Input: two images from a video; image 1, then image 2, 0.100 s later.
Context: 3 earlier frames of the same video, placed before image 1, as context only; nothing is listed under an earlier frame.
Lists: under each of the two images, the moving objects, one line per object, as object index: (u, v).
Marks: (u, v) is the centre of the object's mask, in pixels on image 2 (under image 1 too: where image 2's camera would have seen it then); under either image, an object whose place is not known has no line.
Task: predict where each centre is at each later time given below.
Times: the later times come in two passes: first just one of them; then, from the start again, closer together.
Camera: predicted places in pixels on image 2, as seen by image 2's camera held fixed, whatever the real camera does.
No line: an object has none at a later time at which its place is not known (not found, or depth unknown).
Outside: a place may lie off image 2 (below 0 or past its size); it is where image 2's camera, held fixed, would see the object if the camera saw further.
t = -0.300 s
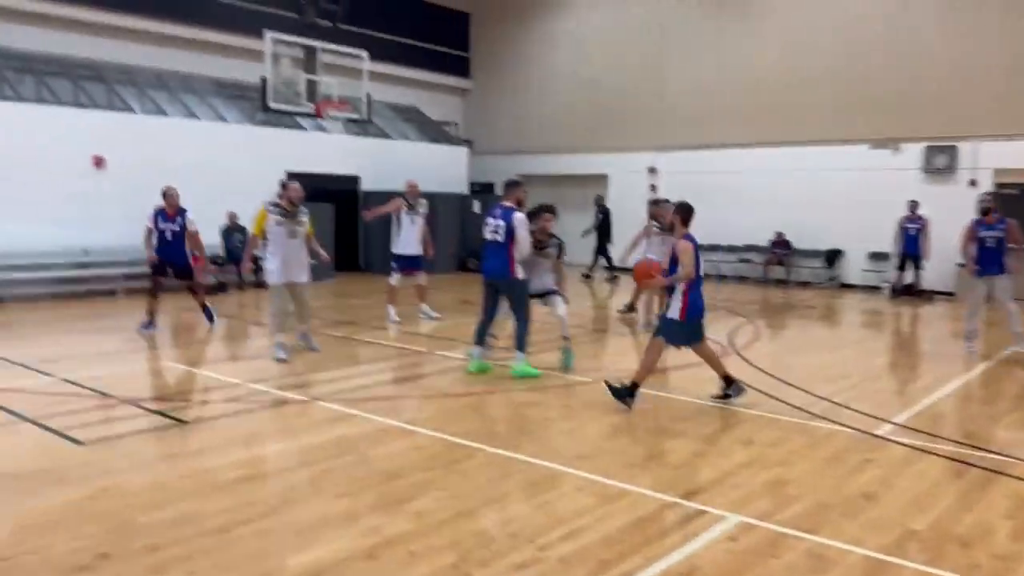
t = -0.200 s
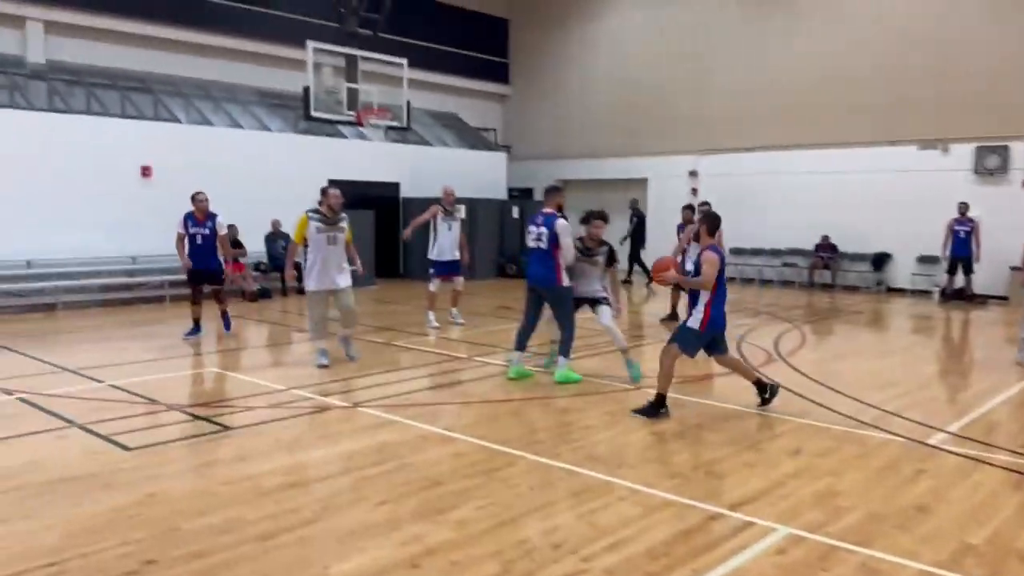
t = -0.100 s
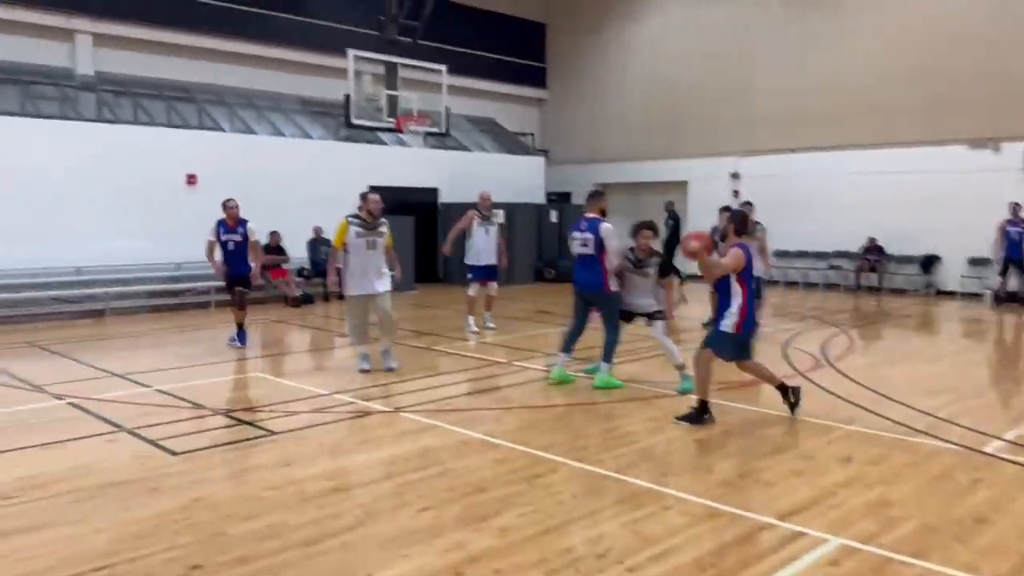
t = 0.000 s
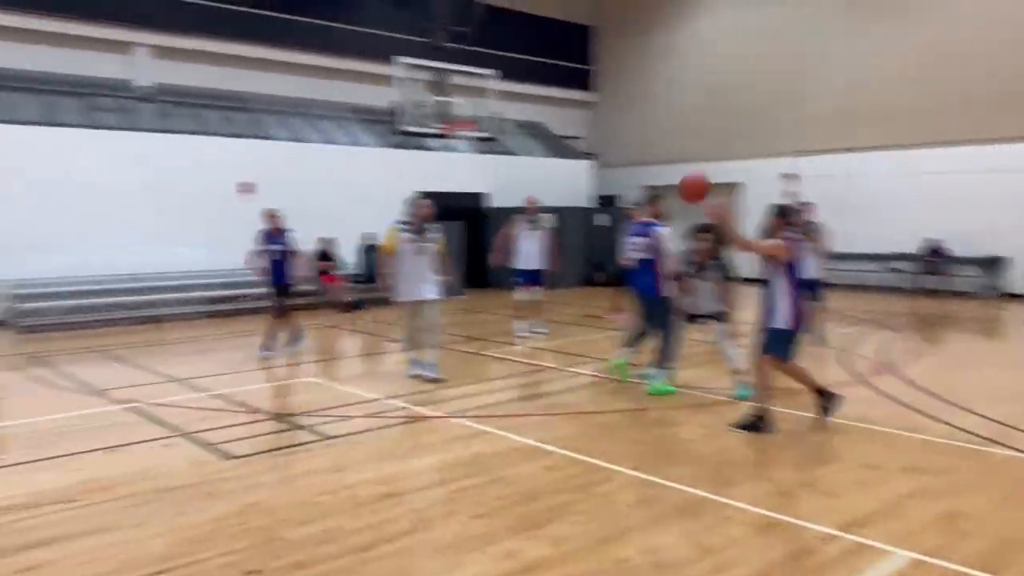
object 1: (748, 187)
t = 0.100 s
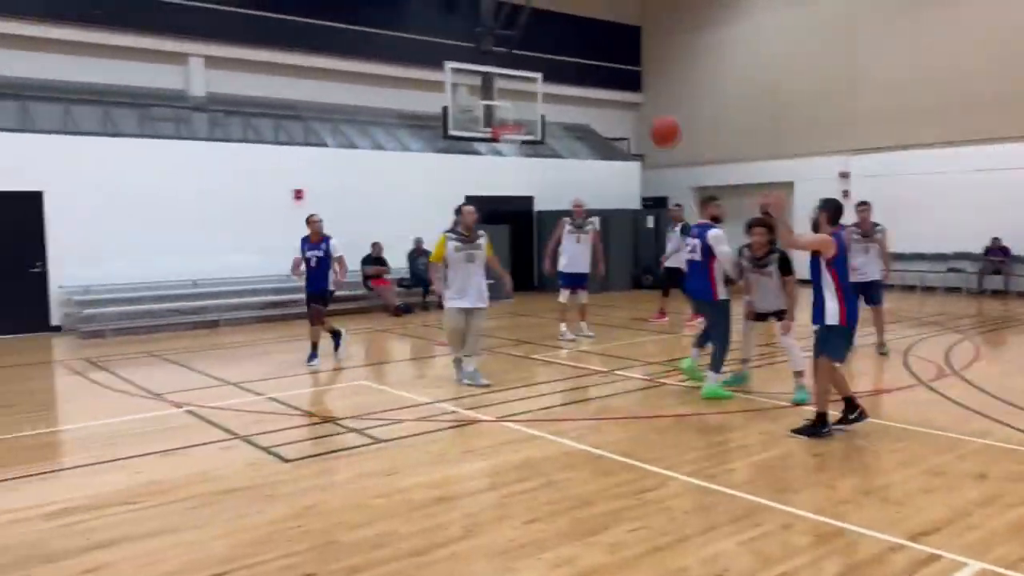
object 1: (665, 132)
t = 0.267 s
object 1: (546, 70)
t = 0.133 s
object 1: (640, 117)
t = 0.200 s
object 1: (590, 88)
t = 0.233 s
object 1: (568, 77)
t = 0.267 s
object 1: (546, 70)
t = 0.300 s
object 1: (524, 62)
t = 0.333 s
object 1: (502, 55)
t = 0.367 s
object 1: (481, 51)
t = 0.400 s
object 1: (460, 48)
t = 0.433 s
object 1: (439, 47)
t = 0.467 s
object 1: (420, 47)
